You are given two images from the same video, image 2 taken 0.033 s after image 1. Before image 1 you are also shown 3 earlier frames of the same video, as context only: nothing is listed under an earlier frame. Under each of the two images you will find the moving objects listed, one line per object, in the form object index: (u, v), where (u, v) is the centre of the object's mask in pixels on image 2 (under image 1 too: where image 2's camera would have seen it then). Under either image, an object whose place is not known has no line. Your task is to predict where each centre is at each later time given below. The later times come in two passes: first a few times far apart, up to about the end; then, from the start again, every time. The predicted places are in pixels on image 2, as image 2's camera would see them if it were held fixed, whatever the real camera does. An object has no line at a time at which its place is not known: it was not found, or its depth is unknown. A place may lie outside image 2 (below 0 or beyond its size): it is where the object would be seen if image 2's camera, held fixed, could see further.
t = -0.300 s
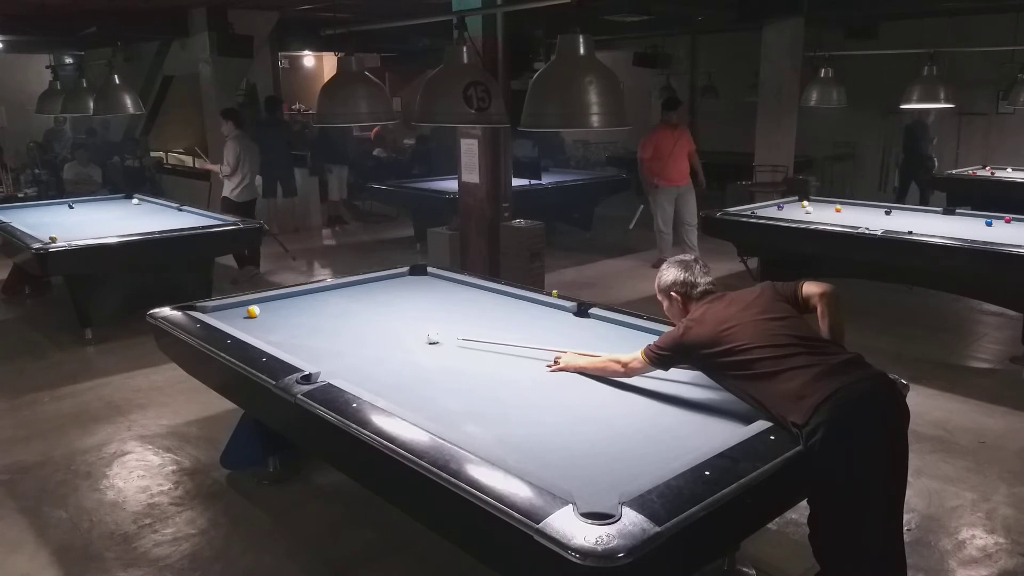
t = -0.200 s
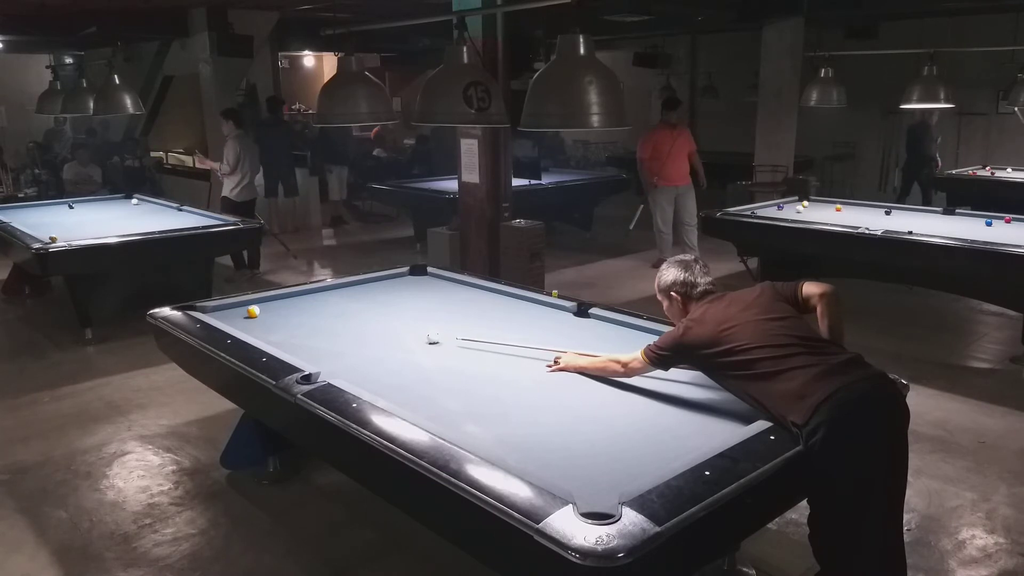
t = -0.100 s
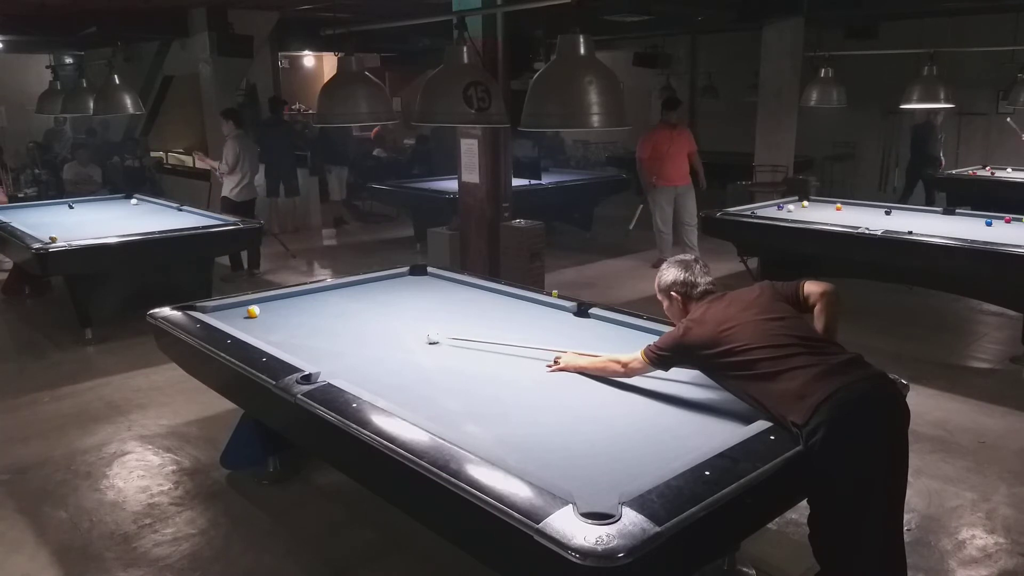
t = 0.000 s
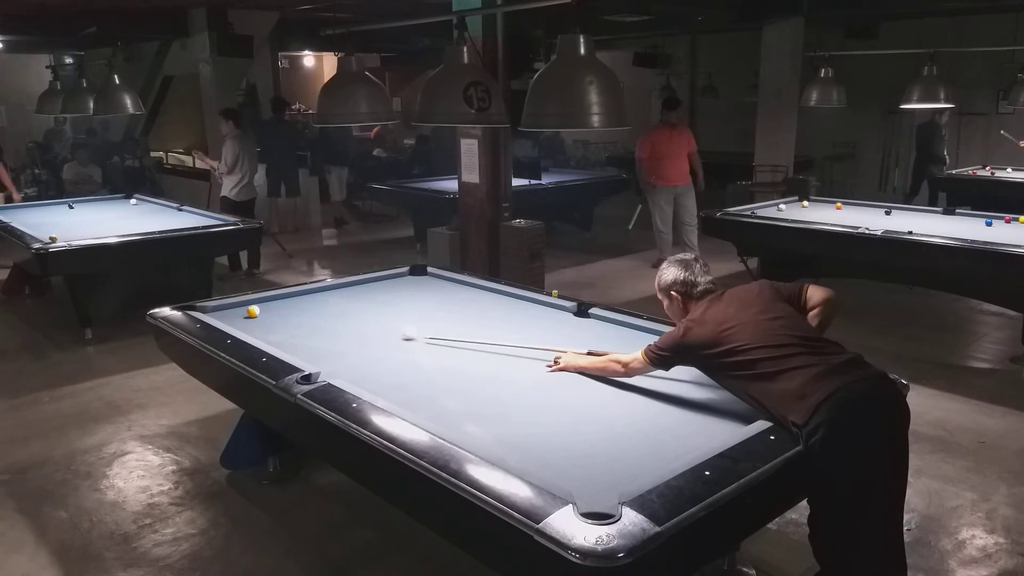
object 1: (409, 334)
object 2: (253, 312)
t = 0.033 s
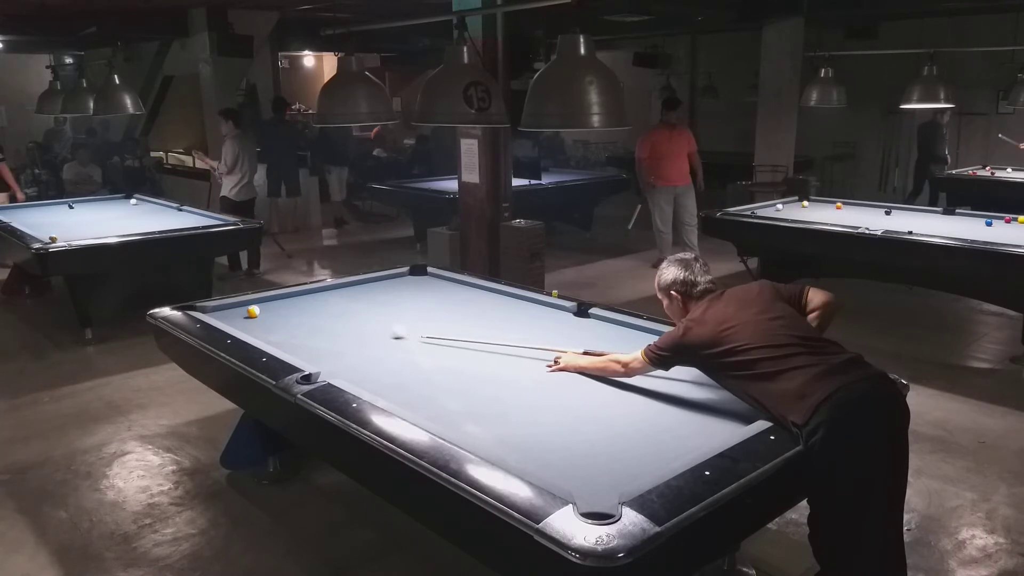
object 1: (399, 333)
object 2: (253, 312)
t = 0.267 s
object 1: (341, 323)
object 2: (253, 312)
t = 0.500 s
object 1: (290, 316)
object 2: (253, 312)
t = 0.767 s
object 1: (265, 307)
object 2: (228, 311)
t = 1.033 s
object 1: (260, 300)
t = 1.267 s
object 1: (273, 301)
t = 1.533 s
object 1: (288, 303)
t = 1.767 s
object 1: (300, 304)
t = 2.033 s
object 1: (312, 306)
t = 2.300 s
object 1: (324, 307)
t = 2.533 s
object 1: (333, 308)
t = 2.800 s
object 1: (342, 309)
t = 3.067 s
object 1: (351, 310)
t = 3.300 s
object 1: (358, 310)
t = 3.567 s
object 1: (364, 311)
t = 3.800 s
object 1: (368, 311)
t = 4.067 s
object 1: (372, 312)
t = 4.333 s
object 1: (374, 312)
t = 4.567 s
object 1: (375, 312)
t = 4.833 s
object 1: (376, 312)
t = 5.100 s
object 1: (376, 312)
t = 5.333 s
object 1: (376, 312)
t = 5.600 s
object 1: (376, 312)
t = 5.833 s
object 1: (376, 312)
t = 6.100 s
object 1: (376, 312)
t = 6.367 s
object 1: (376, 312)
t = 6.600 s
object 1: (376, 312)
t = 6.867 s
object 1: (376, 312)
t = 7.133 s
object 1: (376, 312)
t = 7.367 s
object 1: (376, 312)
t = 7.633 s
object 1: (376, 312)
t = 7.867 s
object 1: (376, 312)
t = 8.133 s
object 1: (376, 312)
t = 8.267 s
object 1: (376, 312)
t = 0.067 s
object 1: (389, 331)
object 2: (253, 312)
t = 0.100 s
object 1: (381, 329)
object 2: (253, 312)
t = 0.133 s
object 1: (373, 328)
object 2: (253, 312)
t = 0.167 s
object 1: (365, 327)
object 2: (253, 312)
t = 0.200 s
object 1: (357, 325)
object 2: (253, 312)
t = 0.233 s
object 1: (349, 325)
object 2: (253, 312)
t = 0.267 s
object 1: (341, 323)
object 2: (253, 312)
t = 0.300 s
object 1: (334, 322)
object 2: (253, 312)
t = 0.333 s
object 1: (326, 321)
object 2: (253, 312)
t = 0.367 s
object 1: (319, 320)
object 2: (253, 312)
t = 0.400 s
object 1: (312, 319)
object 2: (253, 312)
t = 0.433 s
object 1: (305, 318)
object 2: (253, 312)
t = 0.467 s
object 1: (297, 317)
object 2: (253, 312)
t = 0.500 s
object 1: (290, 316)
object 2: (253, 312)
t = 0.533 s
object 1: (283, 315)
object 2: (253, 312)
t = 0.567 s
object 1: (276, 314)
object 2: (253, 312)
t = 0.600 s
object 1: (271, 312)
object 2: (253, 311)
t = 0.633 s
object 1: (265, 311)
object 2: (252, 311)
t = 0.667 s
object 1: (266, 310)
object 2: (244, 312)
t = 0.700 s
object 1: (266, 309)
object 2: (238, 312)
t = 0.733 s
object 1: (266, 308)
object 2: (233, 311)
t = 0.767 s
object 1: (265, 307)
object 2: (228, 311)
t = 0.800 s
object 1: (265, 306)
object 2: (223, 311)
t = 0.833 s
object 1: (264, 305)
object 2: (218, 311)
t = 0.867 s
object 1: (263, 305)
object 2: (213, 311)
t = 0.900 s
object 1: (263, 304)
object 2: (209, 310)
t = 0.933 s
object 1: (262, 303)
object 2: (204, 310)
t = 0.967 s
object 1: (262, 302)
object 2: (200, 310)
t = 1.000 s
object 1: (261, 301)
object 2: (196, 310)
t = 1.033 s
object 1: (260, 300)
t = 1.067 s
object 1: (262, 300)
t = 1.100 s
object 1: (263, 300)
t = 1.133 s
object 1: (265, 301)
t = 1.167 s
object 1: (267, 301)
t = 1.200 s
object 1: (269, 301)
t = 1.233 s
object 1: (271, 301)
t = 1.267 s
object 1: (273, 301)
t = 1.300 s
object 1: (275, 302)
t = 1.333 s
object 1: (277, 302)
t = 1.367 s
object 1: (279, 302)
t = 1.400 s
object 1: (280, 302)
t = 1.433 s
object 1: (282, 302)
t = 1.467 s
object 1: (284, 302)
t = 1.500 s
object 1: (286, 303)
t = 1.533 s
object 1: (288, 303)
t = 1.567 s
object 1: (289, 303)
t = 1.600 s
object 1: (291, 303)
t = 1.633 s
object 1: (293, 303)
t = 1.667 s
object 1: (294, 304)
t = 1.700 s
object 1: (296, 304)
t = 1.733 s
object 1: (298, 304)
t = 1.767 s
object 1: (300, 304)
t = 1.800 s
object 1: (301, 304)
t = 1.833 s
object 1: (303, 305)
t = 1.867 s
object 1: (304, 305)
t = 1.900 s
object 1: (306, 305)
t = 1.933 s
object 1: (307, 305)
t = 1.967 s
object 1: (309, 305)
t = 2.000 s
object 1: (310, 305)
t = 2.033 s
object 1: (312, 306)
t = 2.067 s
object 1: (313, 306)
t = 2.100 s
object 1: (315, 306)
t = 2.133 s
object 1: (316, 306)
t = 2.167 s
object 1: (318, 306)
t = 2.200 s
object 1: (319, 306)
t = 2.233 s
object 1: (321, 306)
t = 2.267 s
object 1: (322, 307)
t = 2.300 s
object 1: (324, 307)
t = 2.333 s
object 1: (325, 307)
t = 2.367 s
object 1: (326, 307)
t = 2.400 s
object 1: (328, 307)
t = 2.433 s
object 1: (329, 307)
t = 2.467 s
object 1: (330, 308)
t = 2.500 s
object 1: (332, 308)
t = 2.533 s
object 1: (333, 308)
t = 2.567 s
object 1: (334, 308)
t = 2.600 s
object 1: (335, 308)
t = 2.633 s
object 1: (336, 308)
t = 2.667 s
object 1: (338, 308)
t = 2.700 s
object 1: (339, 309)
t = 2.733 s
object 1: (340, 309)
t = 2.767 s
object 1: (341, 309)
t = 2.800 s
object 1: (342, 309)
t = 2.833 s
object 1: (343, 309)
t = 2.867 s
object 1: (345, 309)
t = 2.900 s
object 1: (346, 309)
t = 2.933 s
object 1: (347, 309)
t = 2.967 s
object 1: (348, 309)
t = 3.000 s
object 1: (349, 309)
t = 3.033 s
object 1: (350, 310)
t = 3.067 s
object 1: (351, 310)
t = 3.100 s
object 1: (352, 310)
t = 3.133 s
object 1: (353, 310)
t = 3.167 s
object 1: (354, 310)
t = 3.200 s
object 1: (355, 310)
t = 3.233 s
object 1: (356, 310)
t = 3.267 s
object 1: (357, 310)
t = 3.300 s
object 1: (358, 310)
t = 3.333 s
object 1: (358, 310)
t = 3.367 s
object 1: (359, 311)
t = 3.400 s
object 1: (360, 310)
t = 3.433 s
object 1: (361, 311)
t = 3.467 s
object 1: (362, 311)
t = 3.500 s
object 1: (362, 311)
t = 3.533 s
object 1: (363, 311)
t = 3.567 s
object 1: (364, 311)
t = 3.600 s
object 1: (364, 311)
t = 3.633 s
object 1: (365, 311)
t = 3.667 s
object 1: (366, 311)
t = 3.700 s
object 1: (367, 311)
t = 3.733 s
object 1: (367, 311)
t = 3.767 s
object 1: (368, 311)
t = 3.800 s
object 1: (368, 311)
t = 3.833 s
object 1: (369, 311)
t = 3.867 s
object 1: (369, 311)
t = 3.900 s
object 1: (370, 311)
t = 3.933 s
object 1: (370, 311)
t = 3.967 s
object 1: (371, 311)
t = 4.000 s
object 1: (371, 312)
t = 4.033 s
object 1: (372, 312)
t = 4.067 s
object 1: (372, 312)
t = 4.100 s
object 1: (372, 312)
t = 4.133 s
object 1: (373, 312)
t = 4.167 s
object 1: (373, 312)
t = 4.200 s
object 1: (373, 312)
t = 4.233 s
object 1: (373, 312)
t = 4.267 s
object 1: (374, 312)
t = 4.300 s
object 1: (374, 312)
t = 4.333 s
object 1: (374, 312)
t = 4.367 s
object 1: (374, 312)
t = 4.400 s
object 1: (374, 312)
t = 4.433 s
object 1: (374, 312)
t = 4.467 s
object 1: (375, 312)
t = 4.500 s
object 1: (375, 312)
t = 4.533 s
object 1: (375, 312)
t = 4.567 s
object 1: (375, 312)
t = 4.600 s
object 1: (375, 312)
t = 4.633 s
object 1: (375, 312)
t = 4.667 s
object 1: (375, 312)
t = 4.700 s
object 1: (375, 312)
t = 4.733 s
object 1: (376, 312)
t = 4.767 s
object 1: (376, 312)
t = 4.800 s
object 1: (376, 312)
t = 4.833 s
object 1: (376, 312)
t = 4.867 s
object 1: (376, 312)
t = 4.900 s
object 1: (376, 312)
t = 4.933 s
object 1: (376, 312)
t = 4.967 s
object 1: (376, 312)
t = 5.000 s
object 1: (376, 312)
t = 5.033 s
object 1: (376, 312)
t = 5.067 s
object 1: (376, 312)
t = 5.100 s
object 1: (376, 312)
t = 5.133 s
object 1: (376, 312)
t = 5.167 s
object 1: (376, 312)
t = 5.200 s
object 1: (376, 312)
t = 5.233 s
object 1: (376, 312)
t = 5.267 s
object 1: (376, 312)
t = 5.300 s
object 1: (376, 312)
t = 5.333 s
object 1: (376, 312)
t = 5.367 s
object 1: (376, 312)
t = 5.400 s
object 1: (376, 312)
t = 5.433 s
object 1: (376, 312)
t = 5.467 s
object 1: (376, 312)
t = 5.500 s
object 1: (376, 312)
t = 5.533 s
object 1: (376, 312)
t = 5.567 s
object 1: (376, 312)
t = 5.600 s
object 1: (376, 312)
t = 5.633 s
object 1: (376, 312)
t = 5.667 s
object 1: (376, 312)
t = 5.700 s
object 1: (376, 312)
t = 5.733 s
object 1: (376, 312)
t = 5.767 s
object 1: (376, 312)
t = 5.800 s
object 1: (376, 312)
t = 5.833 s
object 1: (376, 312)
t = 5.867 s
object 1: (376, 312)
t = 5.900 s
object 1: (376, 312)
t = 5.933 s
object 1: (376, 312)
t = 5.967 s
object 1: (376, 312)
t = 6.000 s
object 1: (376, 312)
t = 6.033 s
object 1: (376, 312)
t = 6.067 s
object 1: (376, 312)
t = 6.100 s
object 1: (376, 312)
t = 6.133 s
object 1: (376, 312)
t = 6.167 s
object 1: (376, 312)
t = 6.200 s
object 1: (376, 312)
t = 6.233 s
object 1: (376, 312)
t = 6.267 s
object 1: (376, 312)
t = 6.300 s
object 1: (376, 312)
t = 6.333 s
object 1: (376, 312)
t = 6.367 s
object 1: (376, 312)
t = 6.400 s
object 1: (376, 312)
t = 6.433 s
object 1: (376, 312)
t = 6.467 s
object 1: (376, 312)
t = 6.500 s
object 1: (376, 312)
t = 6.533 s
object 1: (376, 312)
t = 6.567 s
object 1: (376, 312)
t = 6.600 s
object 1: (376, 312)
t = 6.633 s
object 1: (376, 312)
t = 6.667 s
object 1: (376, 312)
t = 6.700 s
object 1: (376, 312)
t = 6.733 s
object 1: (376, 312)
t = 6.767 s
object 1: (376, 312)
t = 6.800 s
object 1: (376, 312)
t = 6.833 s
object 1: (376, 312)
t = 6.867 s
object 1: (376, 312)
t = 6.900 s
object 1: (376, 312)
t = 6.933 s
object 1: (376, 312)
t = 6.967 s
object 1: (376, 312)
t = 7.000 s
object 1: (376, 312)
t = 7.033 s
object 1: (376, 312)
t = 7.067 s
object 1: (376, 312)
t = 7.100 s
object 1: (376, 312)
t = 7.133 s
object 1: (376, 312)
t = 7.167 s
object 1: (376, 312)
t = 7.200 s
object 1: (376, 312)
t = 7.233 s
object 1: (376, 312)
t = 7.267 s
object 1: (376, 312)
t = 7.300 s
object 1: (376, 312)
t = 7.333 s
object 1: (376, 312)
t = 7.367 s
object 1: (376, 312)
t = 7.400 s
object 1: (376, 312)
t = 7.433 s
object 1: (376, 312)
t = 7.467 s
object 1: (376, 312)
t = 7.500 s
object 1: (376, 312)
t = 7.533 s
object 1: (376, 312)
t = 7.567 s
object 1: (376, 312)
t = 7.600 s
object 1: (376, 312)
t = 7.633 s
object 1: (376, 312)
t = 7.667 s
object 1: (376, 312)
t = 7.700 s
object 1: (376, 312)
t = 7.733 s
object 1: (376, 312)
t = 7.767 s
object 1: (376, 312)
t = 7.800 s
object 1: (376, 312)
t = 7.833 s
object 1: (376, 312)
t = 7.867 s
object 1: (376, 312)
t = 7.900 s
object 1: (376, 312)
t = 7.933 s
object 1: (376, 312)
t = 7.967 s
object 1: (376, 312)
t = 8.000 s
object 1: (376, 312)
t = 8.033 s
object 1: (376, 312)
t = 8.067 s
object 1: (376, 312)
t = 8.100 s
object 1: (376, 312)
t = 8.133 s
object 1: (376, 312)
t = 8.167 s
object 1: (376, 312)
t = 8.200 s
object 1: (376, 312)
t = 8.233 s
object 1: (376, 312)
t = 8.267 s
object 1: (376, 312)
